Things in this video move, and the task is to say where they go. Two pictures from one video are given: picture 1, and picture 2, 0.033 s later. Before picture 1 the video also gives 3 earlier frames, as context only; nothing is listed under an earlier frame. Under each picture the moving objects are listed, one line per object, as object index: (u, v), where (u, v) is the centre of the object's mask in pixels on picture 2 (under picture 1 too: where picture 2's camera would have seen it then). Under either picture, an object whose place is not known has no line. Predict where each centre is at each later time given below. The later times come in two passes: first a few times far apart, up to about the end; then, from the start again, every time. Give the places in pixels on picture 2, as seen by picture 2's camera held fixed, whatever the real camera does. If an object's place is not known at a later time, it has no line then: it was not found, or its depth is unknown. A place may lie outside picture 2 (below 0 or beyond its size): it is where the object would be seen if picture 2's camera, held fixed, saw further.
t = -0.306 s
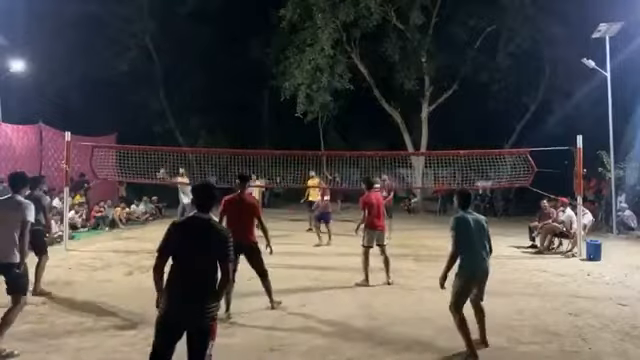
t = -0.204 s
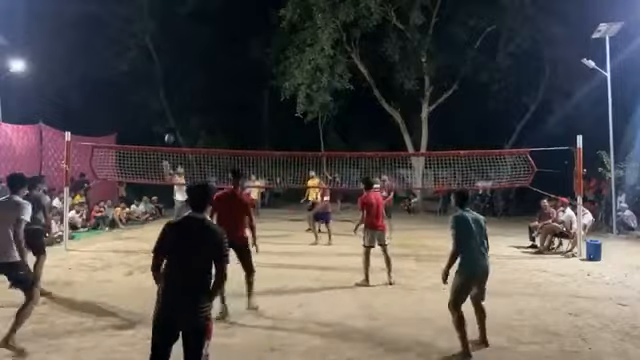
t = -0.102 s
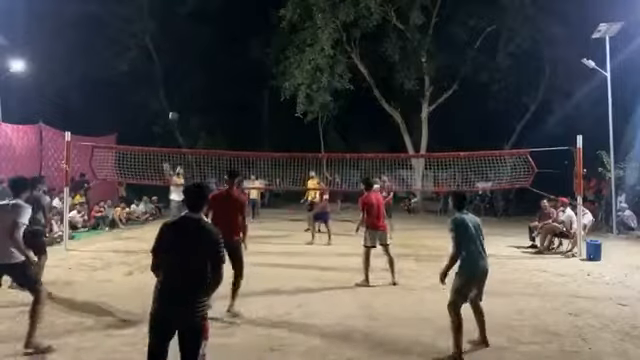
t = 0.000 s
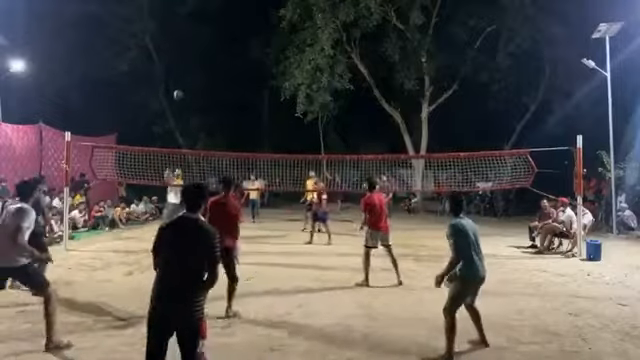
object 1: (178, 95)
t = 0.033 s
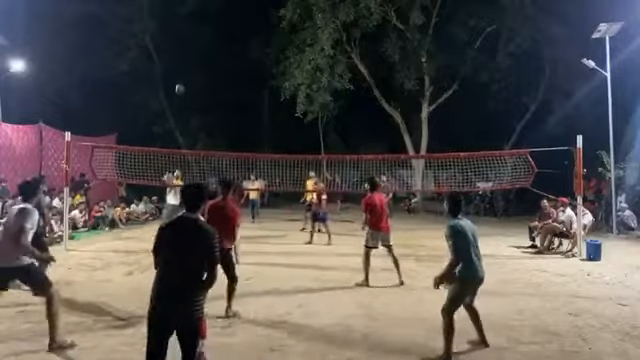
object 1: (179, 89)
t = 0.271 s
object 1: (193, 55)
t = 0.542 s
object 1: (214, 47)
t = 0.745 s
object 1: (235, 76)
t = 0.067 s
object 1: (181, 83)
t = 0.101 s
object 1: (183, 77)
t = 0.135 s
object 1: (185, 72)
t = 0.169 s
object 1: (187, 67)
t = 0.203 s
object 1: (189, 62)
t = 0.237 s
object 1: (191, 58)
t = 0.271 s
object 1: (193, 55)
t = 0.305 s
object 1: (195, 52)
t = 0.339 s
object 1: (198, 49)
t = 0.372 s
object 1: (200, 47)
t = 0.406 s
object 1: (203, 46)
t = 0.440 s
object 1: (206, 45)
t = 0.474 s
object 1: (208, 44)
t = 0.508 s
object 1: (211, 45)
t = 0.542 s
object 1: (214, 47)
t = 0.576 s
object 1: (217, 49)
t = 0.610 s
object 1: (220, 52)
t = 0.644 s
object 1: (224, 57)
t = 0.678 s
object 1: (228, 61)
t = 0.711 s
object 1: (231, 68)
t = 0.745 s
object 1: (235, 76)
